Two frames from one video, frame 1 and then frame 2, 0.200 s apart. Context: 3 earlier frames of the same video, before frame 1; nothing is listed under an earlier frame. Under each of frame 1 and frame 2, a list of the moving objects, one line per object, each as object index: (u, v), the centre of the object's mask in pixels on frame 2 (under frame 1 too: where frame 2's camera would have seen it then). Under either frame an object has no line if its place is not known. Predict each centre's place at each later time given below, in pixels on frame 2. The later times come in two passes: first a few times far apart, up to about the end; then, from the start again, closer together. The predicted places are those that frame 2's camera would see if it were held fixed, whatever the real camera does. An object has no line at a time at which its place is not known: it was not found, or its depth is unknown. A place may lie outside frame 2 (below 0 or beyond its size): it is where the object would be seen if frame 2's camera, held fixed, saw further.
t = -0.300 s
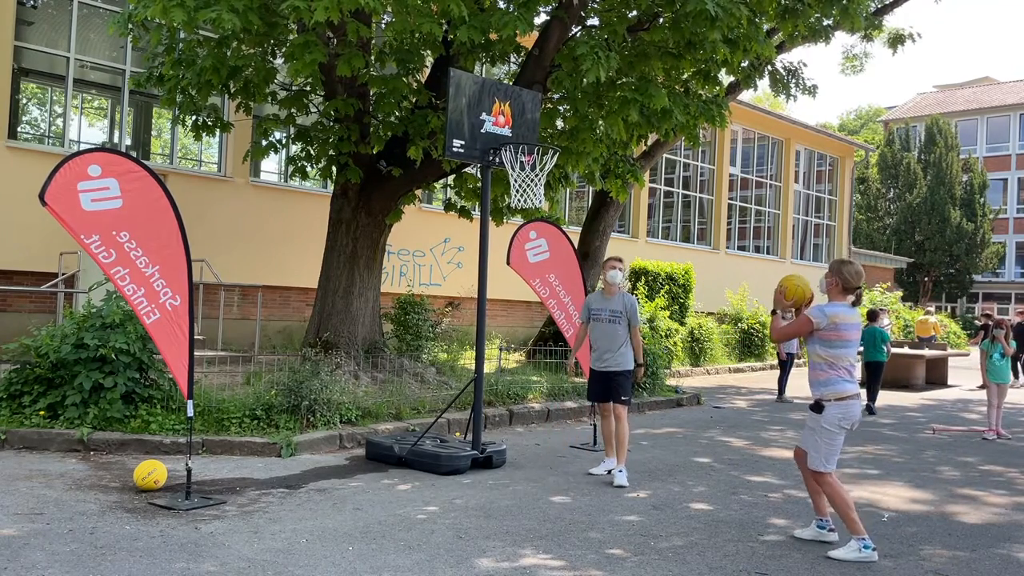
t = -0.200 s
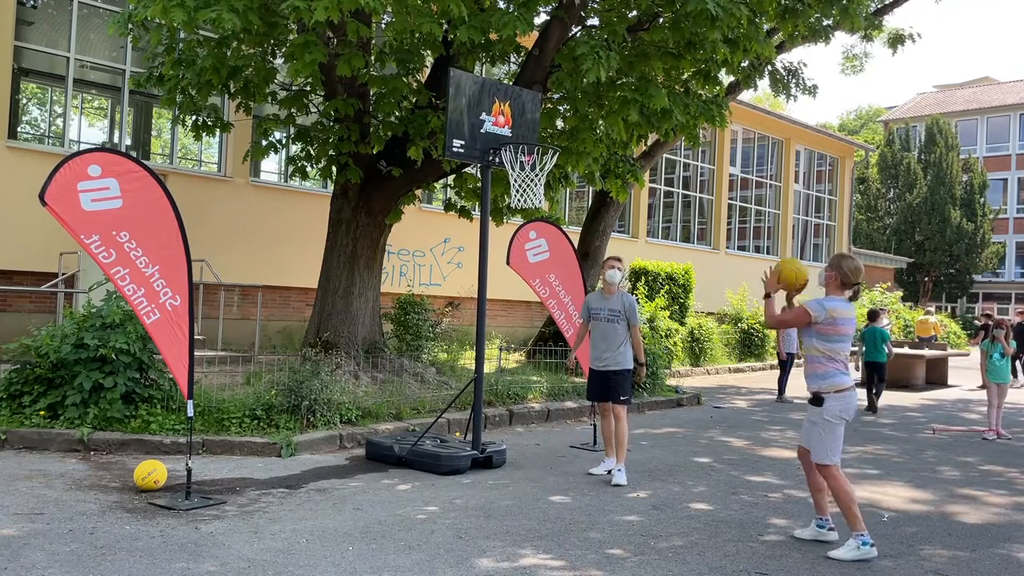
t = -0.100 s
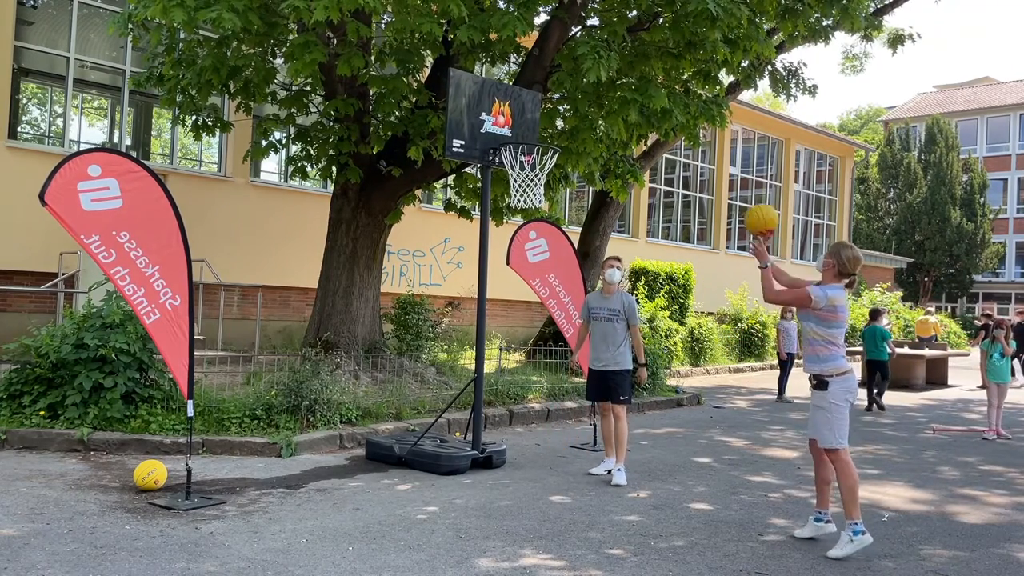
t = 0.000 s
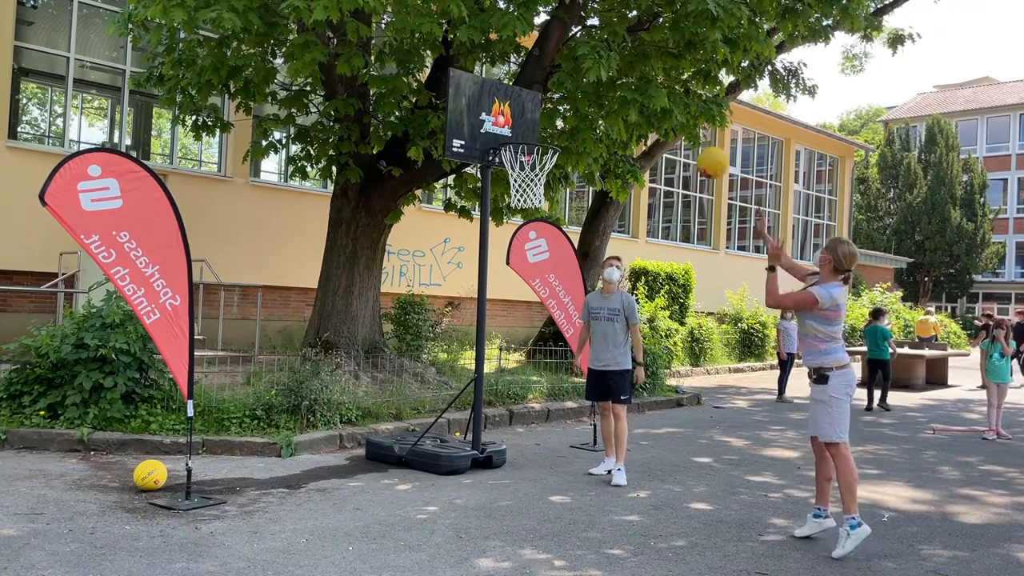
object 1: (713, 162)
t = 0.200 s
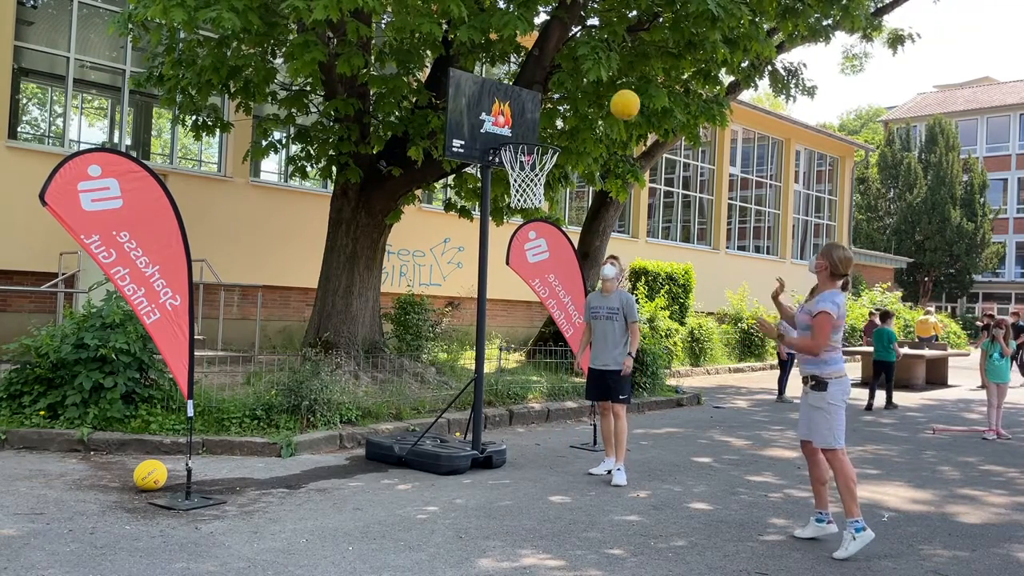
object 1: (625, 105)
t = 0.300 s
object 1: (585, 99)
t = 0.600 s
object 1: (496, 128)
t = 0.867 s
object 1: (520, 131)
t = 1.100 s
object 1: (536, 215)
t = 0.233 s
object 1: (611, 101)
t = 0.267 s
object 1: (598, 99)
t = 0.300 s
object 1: (585, 99)
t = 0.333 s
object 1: (572, 100)
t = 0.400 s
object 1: (547, 106)
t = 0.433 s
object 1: (535, 111)
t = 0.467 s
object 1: (523, 117)
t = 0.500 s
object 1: (511, 125)
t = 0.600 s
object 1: (496, 128)
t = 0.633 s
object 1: (502, 121)
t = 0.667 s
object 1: (505, 120)
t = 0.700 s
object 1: (508, 118)
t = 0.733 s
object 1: (509, 118)
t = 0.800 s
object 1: (515, 121)
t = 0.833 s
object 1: (517, 125)
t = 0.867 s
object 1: (520, 131)
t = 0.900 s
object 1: (522, 137)
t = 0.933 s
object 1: (524, 146)
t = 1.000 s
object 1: (528, 167)
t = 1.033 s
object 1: (532, 182)
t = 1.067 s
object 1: (534, 199)
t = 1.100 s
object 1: (536, 215)
